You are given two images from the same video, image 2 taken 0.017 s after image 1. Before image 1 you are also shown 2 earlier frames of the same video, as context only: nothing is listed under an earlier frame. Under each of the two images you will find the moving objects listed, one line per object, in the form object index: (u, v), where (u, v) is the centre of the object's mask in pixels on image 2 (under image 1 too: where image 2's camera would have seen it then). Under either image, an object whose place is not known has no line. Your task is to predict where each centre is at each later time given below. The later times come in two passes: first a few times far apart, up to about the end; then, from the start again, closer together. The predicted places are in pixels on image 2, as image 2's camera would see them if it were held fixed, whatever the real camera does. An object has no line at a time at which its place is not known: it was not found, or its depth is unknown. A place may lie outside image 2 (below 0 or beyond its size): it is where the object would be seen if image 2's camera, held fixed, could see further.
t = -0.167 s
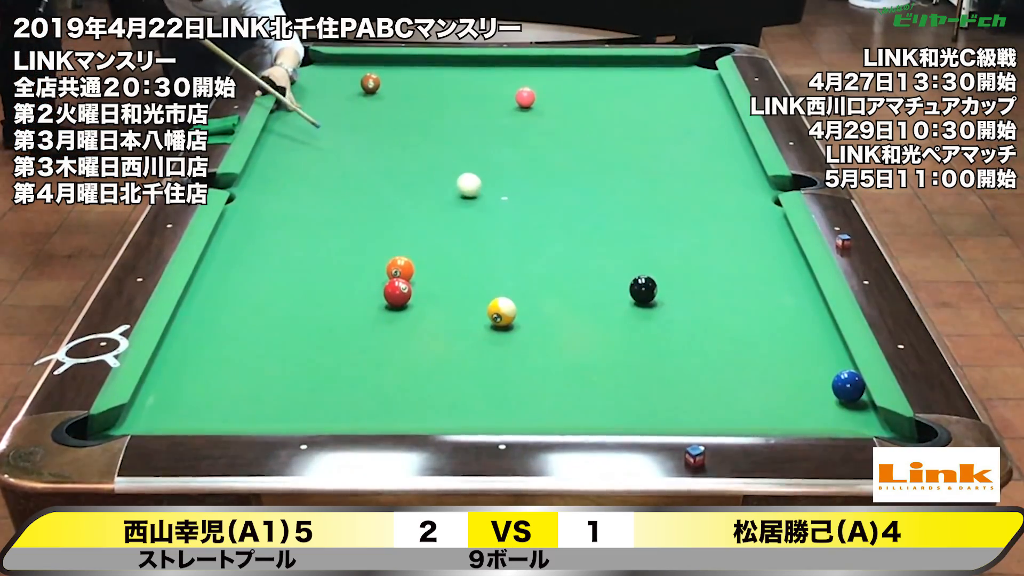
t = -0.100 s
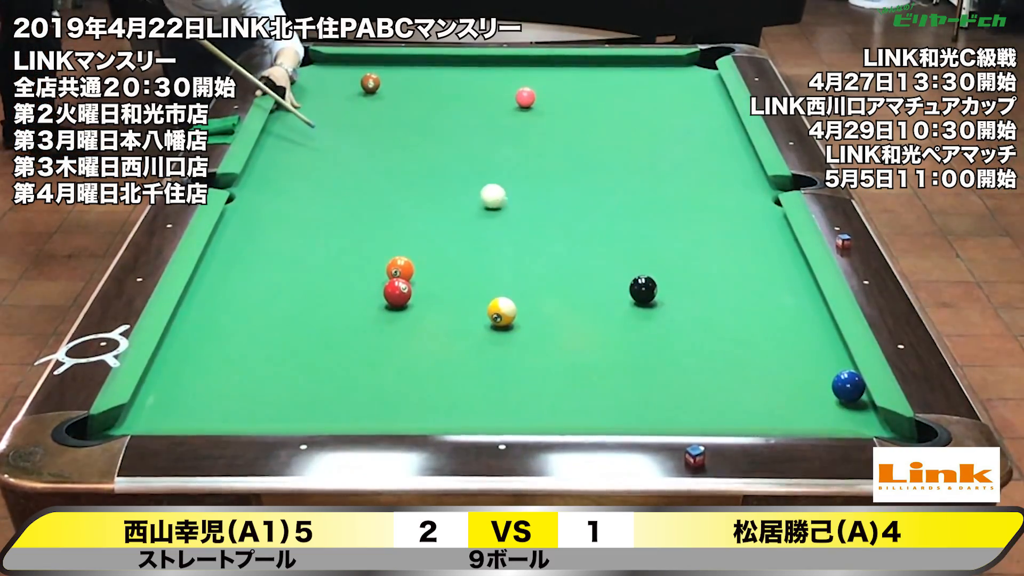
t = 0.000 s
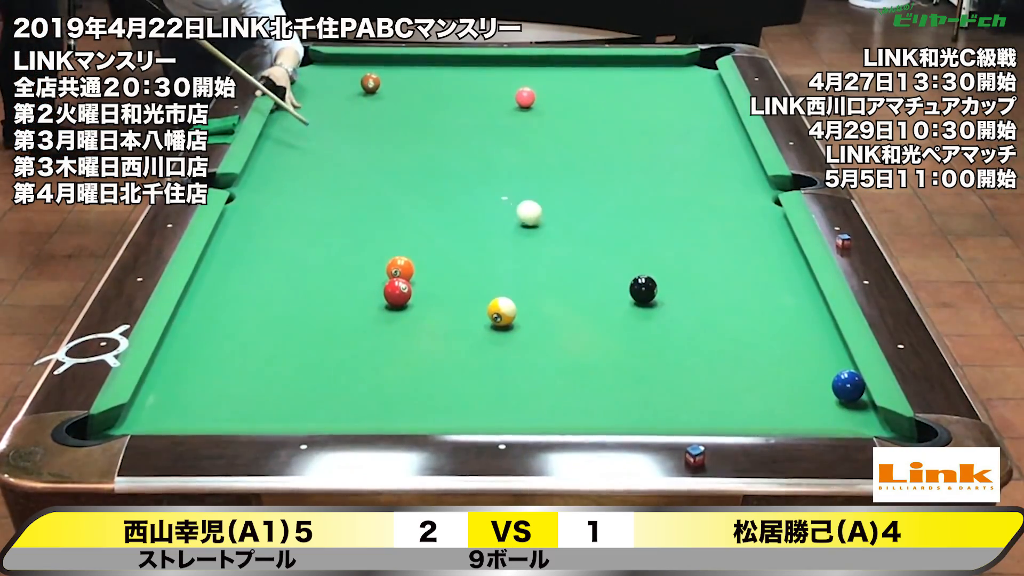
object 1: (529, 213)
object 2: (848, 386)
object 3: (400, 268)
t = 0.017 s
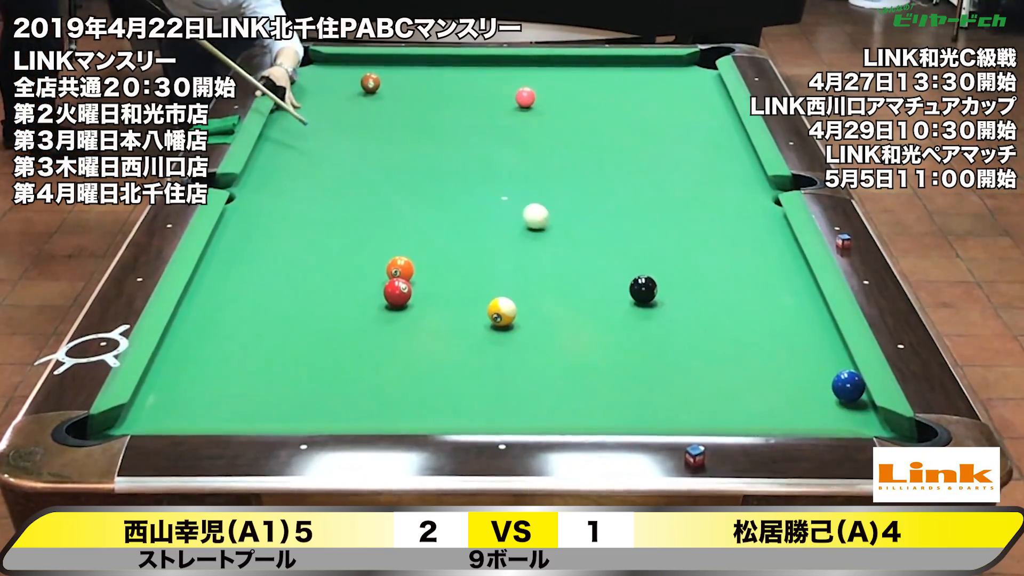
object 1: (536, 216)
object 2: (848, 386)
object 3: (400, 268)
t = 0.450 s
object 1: (722, 305)
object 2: (848, 386)
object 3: (400, 268)
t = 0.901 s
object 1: (759, 396)
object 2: (838, 397)
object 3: (400, 268)
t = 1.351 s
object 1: (555, 398)
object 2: (807, 416)
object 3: (400, 268)
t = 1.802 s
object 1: (359, 361)
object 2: (769, 412)
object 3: (400, 268)
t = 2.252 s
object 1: (185, 330)
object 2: (738, 403)
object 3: (400, 268)
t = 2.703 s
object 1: (289, 294)
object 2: (714, 396)
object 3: (400, 268)
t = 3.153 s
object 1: (378, 264)
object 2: (698, 391)
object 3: (407, 269)
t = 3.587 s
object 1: (416, 237)
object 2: (689, 387)
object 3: (444, 272)
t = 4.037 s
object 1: (449, 214)
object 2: (688, 387)
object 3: (477, 274)
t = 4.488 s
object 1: (477, 195)
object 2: (688, 387)
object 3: (503, 276)
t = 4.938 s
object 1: (500, 179)
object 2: (688, 387)
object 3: (523, 278)
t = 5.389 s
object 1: (520, 166)
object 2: (688, 387)
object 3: (536, 279)
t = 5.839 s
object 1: (537, 154)
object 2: (688, 387)
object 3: (542, 280)
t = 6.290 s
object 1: (550, 144)
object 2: (688, 387)
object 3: (542, 280)
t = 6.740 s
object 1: (562, 137)
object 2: (688, 387)
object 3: (541, 279)
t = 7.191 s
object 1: (571, 131)
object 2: (688, 387)
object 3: (541, 279)
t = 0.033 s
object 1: (542, 219)
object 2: (848, 386)
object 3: (400, 268)
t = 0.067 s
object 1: (555, 225)
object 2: (848, 386)
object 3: (400, 268)
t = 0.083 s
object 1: (561, 228)
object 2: (848, 386)
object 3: (400, 268)
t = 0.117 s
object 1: (574, 234)
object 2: (848, 386)
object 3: (400, 268)
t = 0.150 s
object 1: (588, 241)
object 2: (848, 386)
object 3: (400, 268)
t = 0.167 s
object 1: (595, 244)
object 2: (848, 386)
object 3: (400, 268)
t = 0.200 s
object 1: (609, 251)
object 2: (848, 386)
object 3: (400, 268)
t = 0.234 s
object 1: (623, 257)
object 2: (848, 386)
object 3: (400, 268)
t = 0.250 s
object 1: (630, 260)
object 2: (848, 386)
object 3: (400, 268)
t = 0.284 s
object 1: (644, 265)
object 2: (848, 386)
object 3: (400, 268)
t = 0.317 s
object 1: (661, 274)
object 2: (848, 386)
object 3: (400, 268)
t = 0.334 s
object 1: (668, 278)
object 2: (848, 386)
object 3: (400, 268)
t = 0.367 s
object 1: (682, 286)
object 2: (848, 386)
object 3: (400, 268)
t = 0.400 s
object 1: (698, 293)
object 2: (848, 386)
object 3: (400, 268)
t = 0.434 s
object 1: (714, 301)
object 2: (848, 386)
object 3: (400, 268)
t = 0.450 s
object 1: (722, 305)
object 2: (848, 386)
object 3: (400, 268)
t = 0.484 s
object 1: (738, 312)
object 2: (848, 386)
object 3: (400, 268)
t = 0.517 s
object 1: (755, 320)
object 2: (848, 386)
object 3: (400, 268)
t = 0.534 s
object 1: (764, 324)
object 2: (848, 386)
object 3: (400, 268)
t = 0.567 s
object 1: (781, 332)
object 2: (848, 386)
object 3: (400, 268)
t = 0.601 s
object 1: (799, 341)
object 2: (848, 386)
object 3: (400, 268)
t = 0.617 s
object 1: (808, 345)
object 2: (848, 386)
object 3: (400, 268)
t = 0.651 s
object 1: (827, 354)
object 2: (848, 386)
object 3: (400, 268)
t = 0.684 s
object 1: (836, 361)
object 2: (848, 386)
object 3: (400, 268)
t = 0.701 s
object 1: (832, 364)
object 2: (848, 386)
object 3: (400, 268)
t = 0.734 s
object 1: (825, 373)
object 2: (849, 387)
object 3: (400, 268)
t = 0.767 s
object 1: (811, 378)
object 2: (848, 390)
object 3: (400, 268)
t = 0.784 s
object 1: (805, 380)
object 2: (847, 391)
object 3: (400, 268)
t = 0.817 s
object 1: (792, 384)
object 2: (844, 393)
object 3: (400, 268)
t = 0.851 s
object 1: (779, 389)
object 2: (842, 395)
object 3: (400, 268)
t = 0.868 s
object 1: (772, 391)
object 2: (841, 395)
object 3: (400, 268)
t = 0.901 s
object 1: (759, 396)
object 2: (838, 397)
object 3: (400, 268)
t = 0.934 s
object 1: (746, 401)
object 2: (836, 399)
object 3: (400, 268)
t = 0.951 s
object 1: (739, 403)
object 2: (835, 400)
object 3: (400, 268)
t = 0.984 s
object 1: (726, 408)
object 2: (832, 402)
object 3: (400, 268)
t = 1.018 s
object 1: (713, 411)
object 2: (830, 404)
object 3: (400, 268)
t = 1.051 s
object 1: (699, 413)
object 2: (827, 406)
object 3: (400, 268)
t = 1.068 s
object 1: (692, 415)
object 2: (826, 406)
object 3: (400, 268)
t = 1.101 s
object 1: (677, 416)
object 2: (824, 408)
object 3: (400, 268)
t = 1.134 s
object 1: (660, 414)
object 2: (822, 410)
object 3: (400, 268)
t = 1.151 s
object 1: (651, 413)
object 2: (820, 410)
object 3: (400, 268)
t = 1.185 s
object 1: (635, 411)
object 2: (818, 411)
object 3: (400, 268)
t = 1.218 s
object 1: (619, 410)
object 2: (816, 413)
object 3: (400, 268)
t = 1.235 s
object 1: (611, 409)
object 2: (815, 413)
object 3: (400, 268)
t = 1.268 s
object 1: (595, 407)
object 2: (813, 414)
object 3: (400, 268)
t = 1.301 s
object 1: (578, 403)
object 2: (810, 415)
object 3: (400, 268)
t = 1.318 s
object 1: (571, 402)
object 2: (809, 416)
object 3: (400, 268)
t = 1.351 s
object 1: (555, 398)
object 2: (807, 416)
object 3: (400, 268)
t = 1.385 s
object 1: (539, 396)
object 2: (804, 417)
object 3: (400, 268)
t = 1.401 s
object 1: (531, 394)
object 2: (803, 417)
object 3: (400, 268)
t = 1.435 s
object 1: (516, 391)
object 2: (801, 418)
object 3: (400, 268)
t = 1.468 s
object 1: (501, 389)
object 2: (798, 417)
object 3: (400, 268)
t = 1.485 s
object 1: (494, 387)
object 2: (796, 417)
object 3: (400, 268)
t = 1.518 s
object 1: (479, 385)
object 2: (793, 417)
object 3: (400, 268)
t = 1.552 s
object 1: (464, 382)
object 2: (790, 416)
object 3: (400, 268)
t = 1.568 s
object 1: (457, 380)
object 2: (789, 416)
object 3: (400, 268)
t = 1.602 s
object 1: (443, 377)
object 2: (786, 416)
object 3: (400, 268)
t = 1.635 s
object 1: (428, 375)
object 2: (783, 415)
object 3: (400, 268)
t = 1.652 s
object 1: (421, 374)
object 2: (781, 415)
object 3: (400, 268)
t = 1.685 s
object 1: (406, 371)
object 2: (778, 414)
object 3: (400, 268)
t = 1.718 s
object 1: (393, 368)
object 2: (776, 414)
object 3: (400, 268)
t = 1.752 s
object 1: (379, 366)
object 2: (773, 413)
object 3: (400, 268)
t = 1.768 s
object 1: (372, 364)
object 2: (772, 413)
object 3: (400, 268)
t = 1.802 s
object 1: (359, 361)
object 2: (769, 412)
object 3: (400, 268)
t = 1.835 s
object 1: (345, 359)
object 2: (767, 412)
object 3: (400, 268)
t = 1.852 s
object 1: (338, 358)
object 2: (765, 411)
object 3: (400, 268)
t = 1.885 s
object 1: (325, 355)
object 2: (763, 411)
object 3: (400, 268)
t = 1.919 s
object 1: (311, 353)
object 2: (760, 411)
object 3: (400, 268)
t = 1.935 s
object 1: (305, 352)
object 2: (759, 410)
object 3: (400, 268)
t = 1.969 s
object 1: (292, 350)
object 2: (757, 409)
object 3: (400, 268)
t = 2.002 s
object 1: (279, 348)
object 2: (754, 409)
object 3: (400, 268)
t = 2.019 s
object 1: (273, 346)
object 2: (753, 408)
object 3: (400, 268)
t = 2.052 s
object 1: (260, 344)
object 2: (751, 408)
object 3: (400, 268)
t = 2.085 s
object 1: (247, 341)
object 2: (748, 407)
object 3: (400, 268)
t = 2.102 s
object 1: (241, 340)
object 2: (747, 406)
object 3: (400, 268)
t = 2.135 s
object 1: (228, 338)
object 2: (745, 406)
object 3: (400, 268)
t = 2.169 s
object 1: (216, 335)
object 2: (743, 405)
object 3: (400, 268)
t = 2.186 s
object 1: (210, 334)
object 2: (742, 405)
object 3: (400, 268)
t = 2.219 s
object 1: (198, 332)
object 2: (740, 404)
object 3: (400, 268)
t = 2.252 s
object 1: (185, 330)
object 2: (738, 403)
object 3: (400, 268)
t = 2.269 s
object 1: (180, 329)
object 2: (737, 403)
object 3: (400, 268)
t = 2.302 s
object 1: (189, 326)
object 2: (734, 402)
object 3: (400, 268)
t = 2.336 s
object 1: (198, 323)
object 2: (733, 402)
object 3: (400, 268)
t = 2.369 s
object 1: (207, 320)
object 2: (731, 401)
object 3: (400, 268)
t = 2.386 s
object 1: (211, 319)
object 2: (730, 401)
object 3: (400, 268)
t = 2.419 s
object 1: (220, 316)
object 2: (728, 400)
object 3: (400, 268)
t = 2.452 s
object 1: (228, 313)
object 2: (726, 400)
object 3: (400, 268)
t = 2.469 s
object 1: (232, 312)
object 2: (725, 399)
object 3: (400, 268)
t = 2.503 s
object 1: (241, 310)
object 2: (724, 399)
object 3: (400, 268)
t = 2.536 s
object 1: (249, 307)
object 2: (722, 398)
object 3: (400, 268)
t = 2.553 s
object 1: (253, 305)
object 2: (721, 398)
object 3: (400, 268)
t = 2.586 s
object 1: (262, 303)
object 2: (719, 397)
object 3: (400, 268)
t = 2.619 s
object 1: (269, 300)
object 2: (718, 397)
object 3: (400, 268)
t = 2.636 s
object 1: (273, 299)
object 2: (717, 396)
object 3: (400, 268)
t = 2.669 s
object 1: (281, 296)
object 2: (715, 396)
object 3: (400, 268)
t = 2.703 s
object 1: (289, 294)
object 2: (714, 396)
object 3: (400, 268)
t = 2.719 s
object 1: (293, 293)
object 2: (713, 395)
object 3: (400, 268)
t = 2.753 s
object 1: (300, 291)
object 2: (712, 395)
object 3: (400, 268)
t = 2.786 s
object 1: (308, 288)
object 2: (711, 395)
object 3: (400, 268)
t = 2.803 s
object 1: (312, 287)
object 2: (710, 394)
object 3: (400, 268)
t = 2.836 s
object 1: (319, 285)
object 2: (708, 394)
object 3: (400, 268)
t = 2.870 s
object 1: (327, 283)
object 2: (707, 393)
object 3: (400, 268)
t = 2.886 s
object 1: (330, 282)
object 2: (707, 393)
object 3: (400, 268)
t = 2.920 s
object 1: (337, 279)
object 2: (705, 393)
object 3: (400, 268)
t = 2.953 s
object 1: (344, 277)
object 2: (704, 393)
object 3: (400, 268)
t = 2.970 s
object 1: (347, 276)
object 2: (704, 393)
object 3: (400, 268)
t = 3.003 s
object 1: (354, 274)
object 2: (702, 392)
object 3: (400, 268)
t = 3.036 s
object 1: (362, 271)
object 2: (702, 392)
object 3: (400, 268)
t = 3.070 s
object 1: (368, 270)
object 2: (700, 391)
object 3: (400, 268)
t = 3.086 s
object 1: (372, 268)
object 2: (700, 391)
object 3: (400, 268)
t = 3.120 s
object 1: (375, 266)
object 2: (699, 391)
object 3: (403, 269)
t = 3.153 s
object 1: (378, 264)
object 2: (698, 391)
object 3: (407, 269)
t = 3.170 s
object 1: (380, 263)
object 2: (697, 390)
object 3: (408, 270)
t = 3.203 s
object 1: (383, 261)
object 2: (696, 390)
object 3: (411, 270)
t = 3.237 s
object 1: (386, 259)
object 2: (695, 390)
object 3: (414, 271)
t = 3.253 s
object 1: (387, 258)
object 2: (695, 390)
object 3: (415, 271)
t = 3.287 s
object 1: (391, 255)
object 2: (694, 389)
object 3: (418, 271)
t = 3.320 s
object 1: (393, 253)
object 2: (693, 389)
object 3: (421, 271)
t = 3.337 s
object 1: (395, 252)
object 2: (693, 389)
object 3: (423, 271)
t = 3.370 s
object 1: (398, 250)
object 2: (692, 389)
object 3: (426, 271)
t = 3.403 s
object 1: (401, 248)
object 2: (692, 389)
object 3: (429, 272)
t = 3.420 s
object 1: (402, 247)
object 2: (691, 388)
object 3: (430, 271)
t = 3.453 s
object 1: (405, 245)
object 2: (691, 388)
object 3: (433, 272)
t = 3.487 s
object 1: (408, 243)
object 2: (690, 388)
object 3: (436, 272)
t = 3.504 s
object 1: (409, 242)
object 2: (690, 388)
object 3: (437, 272)
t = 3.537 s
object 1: (412, 240)
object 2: (690, 388)
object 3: (440, 272)
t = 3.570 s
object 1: (415, 238)
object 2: (689, 387)
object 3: (443, 272)
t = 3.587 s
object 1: (416, 237)
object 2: (689, 387)
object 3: (444, 272)
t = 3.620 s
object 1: (418, 235)
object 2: (689, 387)
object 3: (447, 273)
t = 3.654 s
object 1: (421, 234)
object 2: (688, 387)
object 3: (449, 273)
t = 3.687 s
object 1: (424, 232)
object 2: (688, 387)
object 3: (452, 273)
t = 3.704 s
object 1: (425, 231)
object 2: (688, 387)
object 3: (453, 273)
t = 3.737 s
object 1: (427, 229)
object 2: (688, 387)
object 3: (456, 273)
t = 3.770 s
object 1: (430, 227)
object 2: (688, 387)
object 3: (458, 273)
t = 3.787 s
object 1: (431, 227)
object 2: (688, 387)
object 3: (460, 273)
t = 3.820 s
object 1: (434, 225)
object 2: (688, 387)
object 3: (462, 273)
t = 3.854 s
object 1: (436, 223)
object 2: (688, 387)
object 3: (465, 274)
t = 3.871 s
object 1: (437, 223)
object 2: (688, 386)
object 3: (466, 274)
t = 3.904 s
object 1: (439, 221)
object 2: (688, 387)
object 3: (468, 274)
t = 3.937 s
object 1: (442, 219)
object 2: (688, 387)
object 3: (470, 274)
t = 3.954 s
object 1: (443, 219)
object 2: (688, 387)
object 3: (471, 274)
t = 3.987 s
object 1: (445, 217)
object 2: (688, 387)
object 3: (474, 274)
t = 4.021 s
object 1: (447, 216)
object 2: (688, 387)
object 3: (476, 274)
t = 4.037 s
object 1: (449, 214)
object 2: (688, 387)
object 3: (477, 274)
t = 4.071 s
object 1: (451, 213)
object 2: (688, 387)
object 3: (479, 274)
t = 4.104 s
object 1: (453, 211)
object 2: (688, 387)
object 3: (481, 274)
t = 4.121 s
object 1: (454, 211)
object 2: (688, 387)
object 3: (482, 274)
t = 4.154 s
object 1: (456, 209)
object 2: (688, 387)
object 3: (484, 274)
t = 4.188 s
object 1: (458, 208)
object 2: (688, 387)
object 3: (486, 275)
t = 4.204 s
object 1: (459, 207)
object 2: (688, 387)
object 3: (487, 275)
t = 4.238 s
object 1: (462, 206)
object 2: (688, 387)
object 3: (490, 275)
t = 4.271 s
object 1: (464, 204)
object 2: (688, 387)
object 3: (491, 275)
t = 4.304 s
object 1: (466, 202)
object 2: (688, 387)
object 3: (493, 275)
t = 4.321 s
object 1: (467, 202)
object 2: (688, 387)
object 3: (494, 275)
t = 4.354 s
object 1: (469, 201)
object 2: (688, 387)
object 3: (496, 275)
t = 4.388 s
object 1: (471, 199)
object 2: (688, 387)
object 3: (498, 276)
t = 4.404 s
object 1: (471, 198)
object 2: (688, 387)
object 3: (499, 276)
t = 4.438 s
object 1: (473, 197)
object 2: (688, 387)
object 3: (501, 276)
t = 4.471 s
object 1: (476, 195)
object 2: (688, 387)
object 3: (502, 276)
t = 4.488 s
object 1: (477, 195)
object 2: (688, 387)
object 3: (503, 276)
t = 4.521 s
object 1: (478, 194)
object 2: (688, 387)
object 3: (505, 276)
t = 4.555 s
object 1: (480, 193)
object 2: (688, 387)
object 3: (507, 276)
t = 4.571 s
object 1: (481, 192)
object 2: (688, 387)
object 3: (507, 276)
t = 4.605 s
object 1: (483, 191)
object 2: (688, 387)
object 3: (509, 277)
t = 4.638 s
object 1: (485, 190)
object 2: (688, 387)
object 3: (511, 277)
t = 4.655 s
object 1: (486, 189)
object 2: (688, 387)
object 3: (511, 277)
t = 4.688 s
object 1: (488, 187)
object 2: (688, 387)
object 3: (513, 277)
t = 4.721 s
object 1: (490, 186)
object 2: (688, 387)
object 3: (514, 277)
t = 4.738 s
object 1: (490, 186)
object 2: (688, 387)
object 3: (515, 277)
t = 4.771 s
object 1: (492, 185)
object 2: (688, 387)
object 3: (517, 277)
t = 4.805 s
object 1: (494, 184)
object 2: (688, 387)
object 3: (518, 277)
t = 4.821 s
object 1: (495, 183)
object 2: (688, 387)
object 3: (519, 277)
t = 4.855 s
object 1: (497, 181)
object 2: (688, 387)
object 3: (520, 277)
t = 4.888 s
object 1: (498, 180)
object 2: (688, 387)
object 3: (521, 277)
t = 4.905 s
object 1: (499, 180)
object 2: (688, 387)
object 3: (522, 278)
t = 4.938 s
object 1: (500, 179)
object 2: (688, 387)
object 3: (523, 278)
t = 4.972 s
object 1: (502, 178)
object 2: (688, 387)
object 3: (524, 278)
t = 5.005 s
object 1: (504, 177)
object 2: (688, 387)
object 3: (526, 278)
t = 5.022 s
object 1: (504, 177)
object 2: (688, 387)
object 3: (526, 278)
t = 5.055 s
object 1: (506, 175)
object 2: (688, 387)
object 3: (527, 278)
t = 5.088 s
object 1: (508, 174)
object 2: (688, 387)
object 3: (528, 278)
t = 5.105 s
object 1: (508, 174)
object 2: (688, 387)
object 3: (529, 278)
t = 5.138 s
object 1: (509, 173)
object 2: (688, 387)
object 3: (530, 279)
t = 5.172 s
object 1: (511, 172)
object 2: (688, 387)
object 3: (531, 278)
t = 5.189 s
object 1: (512, 171)
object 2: (688, 387)
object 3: (531, 279)
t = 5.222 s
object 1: (514, 170)
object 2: (688, 387)
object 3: (532, 279)
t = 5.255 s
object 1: (515, 169)
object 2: (688, 387)
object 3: (533, 279)
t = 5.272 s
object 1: (516, 168)
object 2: (688, 387)
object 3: (533, 279)
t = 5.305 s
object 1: (517, 168)
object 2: (688, 387)
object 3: (534, 278)
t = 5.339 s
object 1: (518, 167)
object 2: (688, 386)
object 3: (535, 279)
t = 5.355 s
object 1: (519, 166)
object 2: (688, 387)
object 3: (535, 278)
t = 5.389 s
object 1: (520, 166)
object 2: (688, 387)
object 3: (536, 279)
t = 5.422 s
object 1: (522, 164)
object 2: (688, 387)
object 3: (536, 279)
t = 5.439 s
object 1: (523, 164)
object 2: (688, 387)
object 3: (537, 279)
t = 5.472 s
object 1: (524, 163)
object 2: (688, 387)
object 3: (537, 279)
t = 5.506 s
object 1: (525, 162)
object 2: (688, 387)
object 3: (538, 279)
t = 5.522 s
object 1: (526, 162)
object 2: (688, 387)
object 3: (538, 278)
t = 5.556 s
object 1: (527, 161)
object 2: (688, 387)
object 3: (539, 279)
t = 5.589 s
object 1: (528, 160)
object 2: (688, 387)
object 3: (539, 279)
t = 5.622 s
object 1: (529, 159)
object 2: (688, 387)
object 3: (540, 279)
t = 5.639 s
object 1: (530, 159)
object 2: (688, 387)
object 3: (540, 279)
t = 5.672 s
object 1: (531, 158)
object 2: (688, 387)
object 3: (540, 279)
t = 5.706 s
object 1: (532, 157)
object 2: (688, 387)
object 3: (540, 279)
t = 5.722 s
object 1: (533, 157)
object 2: (688, 387)
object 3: (541, 279)
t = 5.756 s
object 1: (534, 156)
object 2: (688, 387)
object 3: (541, 279)
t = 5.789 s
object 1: (535, 155)
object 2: (688, 387)
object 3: (541, 280)
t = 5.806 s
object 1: (535, 155)
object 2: (688, 387)
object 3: (541, 280)
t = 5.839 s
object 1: (537, 154)
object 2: (688, 387)
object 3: (542, 280)
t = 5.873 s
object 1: (538, 153)
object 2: (688, 387)
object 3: (542, 280)
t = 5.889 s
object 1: (538, 153)
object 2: (688, 387)
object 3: (542, 280)
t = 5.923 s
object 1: (540, 152)
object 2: (688, 387)
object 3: (542, 280)
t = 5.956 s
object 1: (540, 151)
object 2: (688, 387)
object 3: (542, 280)
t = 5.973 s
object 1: (541, 151)
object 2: (688, 387)
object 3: (542, 280)
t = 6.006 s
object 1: (542, 150)
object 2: (688, 387)
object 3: (542, 280)
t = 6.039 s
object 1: (543, 149)
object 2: (688, 387)
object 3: (542, 280)
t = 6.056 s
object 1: (543, 149)
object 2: (688, 387)
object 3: (542, 280)
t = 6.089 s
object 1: (544, 148)
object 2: (688, 387)
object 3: (542, 280)
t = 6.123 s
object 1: (545, 148)
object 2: (688, 387)
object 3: (542, 280)
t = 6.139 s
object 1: (546, 147)
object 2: (688, 387)
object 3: (542, 279)
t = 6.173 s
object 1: (547, 147)
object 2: (688, 387)
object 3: (542, 280)
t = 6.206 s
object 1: (548, 146)
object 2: (688, 387)
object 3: (542, 280)
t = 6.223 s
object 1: (548, 145)
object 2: (688, 387)
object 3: (542, 279)
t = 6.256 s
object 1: (549, 145)
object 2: (688, 387)
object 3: (542, 280)
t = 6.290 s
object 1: (550, 144)
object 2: (688, 387)
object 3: (542, 280)
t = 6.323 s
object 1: (551, 144)
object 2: (688, 386)
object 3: (542, 280)
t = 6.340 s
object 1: (552, 144)
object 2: (688, 387)
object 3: (542, 279)
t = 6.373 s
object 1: (552, 143)
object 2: (688, 386)
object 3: (542, 280)
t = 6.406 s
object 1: (554, 142)
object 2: (688, 387)
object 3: (541, 279)
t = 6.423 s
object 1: (554, 142)
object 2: (688, 387)
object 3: (541, 280)
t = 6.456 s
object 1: (555, 141)
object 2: (688, 387)
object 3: (541, 279)
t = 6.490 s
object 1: (556, 140)
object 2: (688, 387)
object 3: (541, 279)
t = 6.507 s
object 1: (556, 141)
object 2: (688, 387)
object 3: (541, 279)
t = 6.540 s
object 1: (557, 140)
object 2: (688, 387)
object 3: (542, 279)
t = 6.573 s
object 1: (558, 139)
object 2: (688, 387)
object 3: (542, 279)
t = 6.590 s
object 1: (558, 139)
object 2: (688, 387)
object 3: (541, 279)
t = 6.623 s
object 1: (559, 139)
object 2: (688, 387)
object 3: (541, 279)
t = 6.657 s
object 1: (559, 138)
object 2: (688, 387)
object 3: (541, 279)
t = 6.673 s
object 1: (560, 138)
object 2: (688, 387)
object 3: (541, 279)
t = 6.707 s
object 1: (561, 137)
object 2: (688, 387)
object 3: (541, 279)
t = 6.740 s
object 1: (562, 137)
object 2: (688, 387)
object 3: (541, 279)
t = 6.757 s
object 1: (562, 136)
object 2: (688, 387)
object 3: (541, 279)
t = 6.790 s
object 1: (563, 136)
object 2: (688, 387)
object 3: (541, 279)
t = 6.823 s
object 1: (563, 135)
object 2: (688, 387)
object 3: (541, 279)
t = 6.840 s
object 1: (564, 135)
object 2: (688, 387)
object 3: (541, 279)
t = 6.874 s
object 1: (564, 135)
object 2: (688, 387)
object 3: (541, 279)
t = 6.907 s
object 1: (565, 134)
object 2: (688, 387)
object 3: (541, 279)
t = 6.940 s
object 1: (566, 133)
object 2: (688, 387)
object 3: (541, 279)
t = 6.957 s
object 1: (566, 133)
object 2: (688, 387)
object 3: (541, 280)
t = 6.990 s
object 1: (567, 133)
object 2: (688, 387)
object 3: (541, 279)
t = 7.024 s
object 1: (568, 133)
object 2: (688, 387)
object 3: (541, 279)
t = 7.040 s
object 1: (568, 133)
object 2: (688, 387)
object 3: (541, 279)
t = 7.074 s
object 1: (569, 132)
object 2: (688, 387)
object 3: (541, 279)
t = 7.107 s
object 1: (569, 132)
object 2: (688, 387)
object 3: (542, 280)
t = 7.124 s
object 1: (570, 131)
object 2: (688, 387)
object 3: (542, 280)
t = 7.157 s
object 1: (570, 131)
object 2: (688, 387)
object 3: (541, 279)
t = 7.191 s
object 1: (571, 131)
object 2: (688, 387)
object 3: (541, 279)
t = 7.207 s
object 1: (571, 131)
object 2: (688, 387)
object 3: (542, 279)
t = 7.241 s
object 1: (572, 130)
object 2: (688, 387)
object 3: (541, 280)
